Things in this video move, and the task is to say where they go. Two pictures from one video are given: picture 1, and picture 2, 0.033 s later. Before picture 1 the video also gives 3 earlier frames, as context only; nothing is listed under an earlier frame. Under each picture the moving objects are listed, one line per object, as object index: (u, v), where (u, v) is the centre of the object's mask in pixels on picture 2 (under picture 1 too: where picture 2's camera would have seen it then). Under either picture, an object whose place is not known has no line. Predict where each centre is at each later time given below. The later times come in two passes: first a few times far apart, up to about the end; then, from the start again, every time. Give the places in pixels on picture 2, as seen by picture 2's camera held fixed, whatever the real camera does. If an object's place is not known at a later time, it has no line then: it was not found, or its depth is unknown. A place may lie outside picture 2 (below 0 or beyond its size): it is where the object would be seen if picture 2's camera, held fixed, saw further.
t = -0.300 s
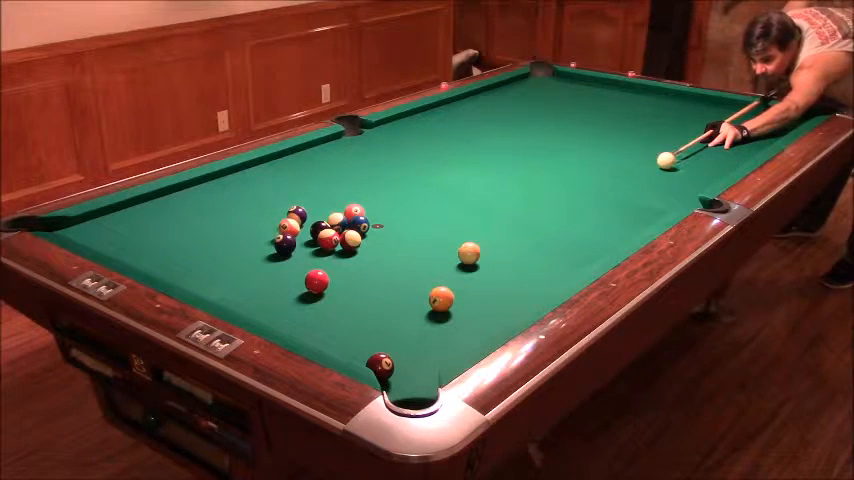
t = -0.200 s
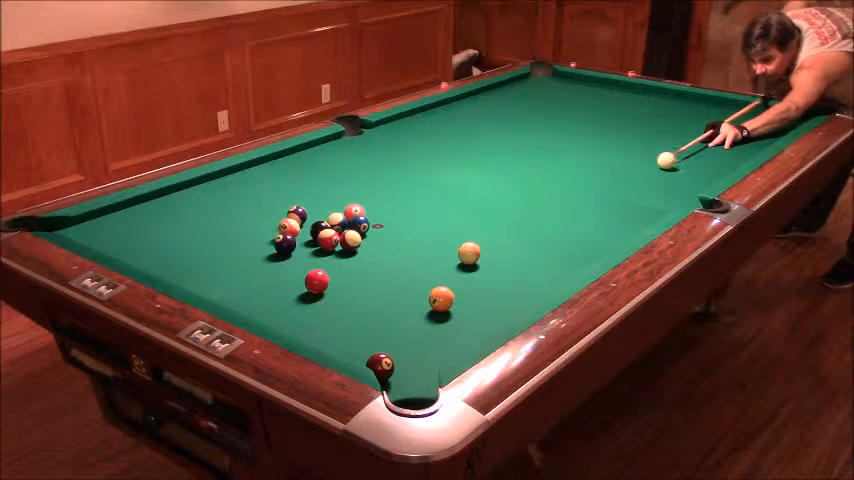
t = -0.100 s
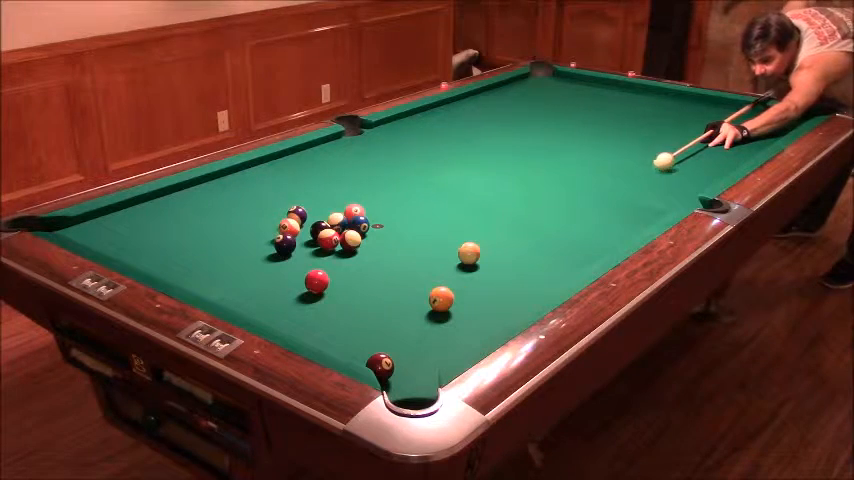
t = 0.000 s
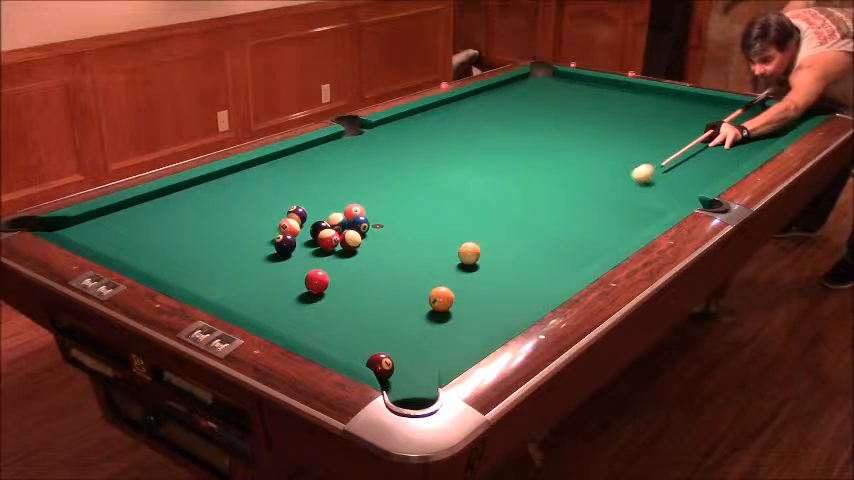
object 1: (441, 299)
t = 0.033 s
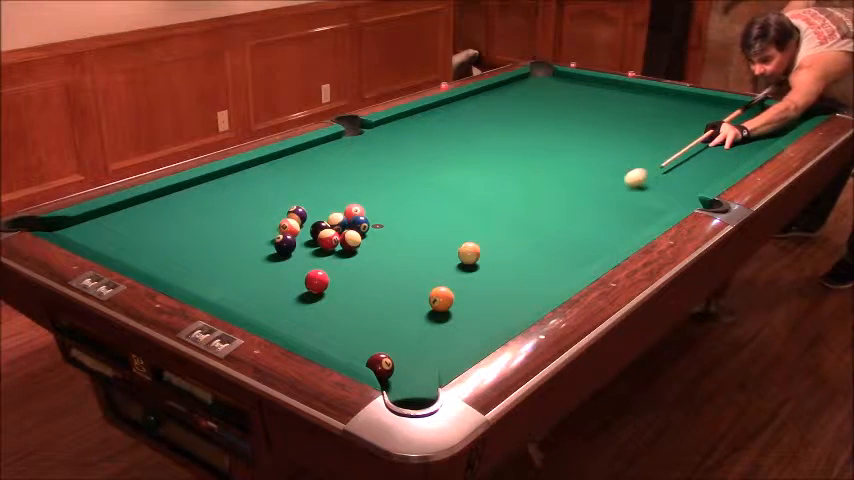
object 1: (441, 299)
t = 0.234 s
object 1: (441, 298)
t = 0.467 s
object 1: (441, 298)
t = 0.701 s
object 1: (441, 299)
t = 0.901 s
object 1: (437, 305)
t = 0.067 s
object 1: (441, 299)
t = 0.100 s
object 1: (441, 299)
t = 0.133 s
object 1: (441, 299)
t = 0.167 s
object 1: (441, 299)
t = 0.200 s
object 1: (441, 299)
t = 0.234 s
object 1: (441, 298)
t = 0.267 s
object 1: (441, 299)
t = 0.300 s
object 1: (441, 298)
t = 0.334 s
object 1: (441, 299)
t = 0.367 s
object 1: (441, 299)
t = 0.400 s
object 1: (441, 299)
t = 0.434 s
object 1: (441, 298)
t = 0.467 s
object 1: (441, 298)
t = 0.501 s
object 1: (441, 299)
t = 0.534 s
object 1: (441, 299)
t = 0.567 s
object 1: (441, 299)
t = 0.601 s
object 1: (441, 298)
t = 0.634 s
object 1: (441, 298)
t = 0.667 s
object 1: (441, 299)
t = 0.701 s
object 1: (441, 299)
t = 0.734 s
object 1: (441, 298)
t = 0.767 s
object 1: (441, 299)
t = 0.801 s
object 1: (441, 298)
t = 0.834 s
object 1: (441, 298)
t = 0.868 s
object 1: (441, 299)
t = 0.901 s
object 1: (437, 305)
